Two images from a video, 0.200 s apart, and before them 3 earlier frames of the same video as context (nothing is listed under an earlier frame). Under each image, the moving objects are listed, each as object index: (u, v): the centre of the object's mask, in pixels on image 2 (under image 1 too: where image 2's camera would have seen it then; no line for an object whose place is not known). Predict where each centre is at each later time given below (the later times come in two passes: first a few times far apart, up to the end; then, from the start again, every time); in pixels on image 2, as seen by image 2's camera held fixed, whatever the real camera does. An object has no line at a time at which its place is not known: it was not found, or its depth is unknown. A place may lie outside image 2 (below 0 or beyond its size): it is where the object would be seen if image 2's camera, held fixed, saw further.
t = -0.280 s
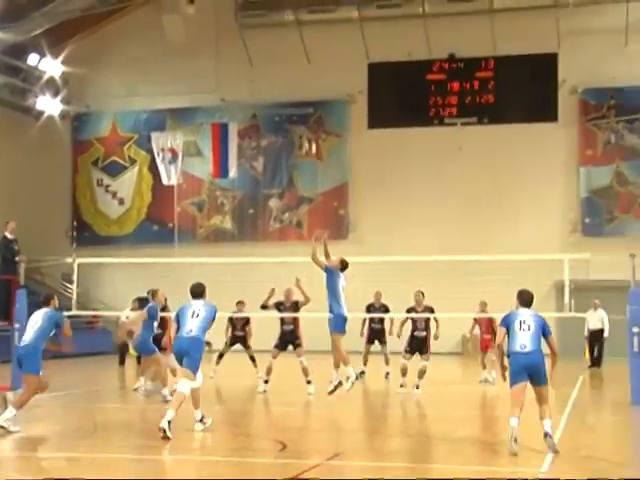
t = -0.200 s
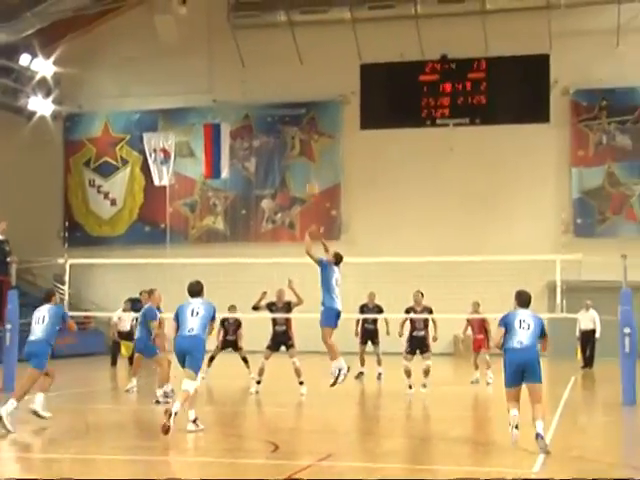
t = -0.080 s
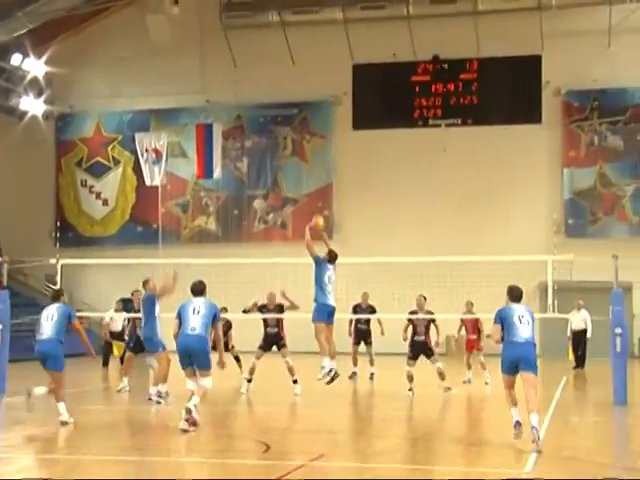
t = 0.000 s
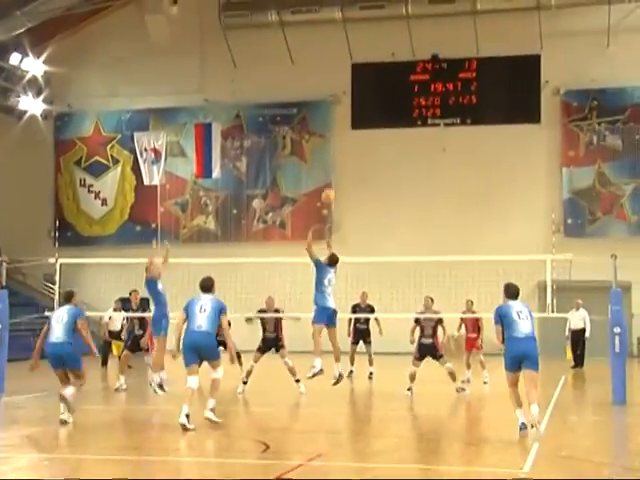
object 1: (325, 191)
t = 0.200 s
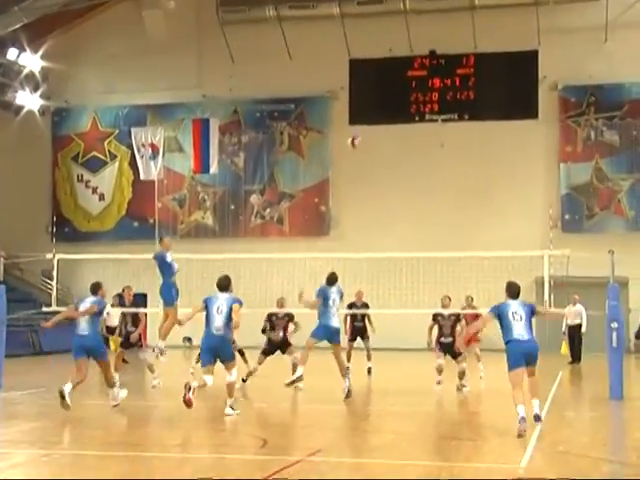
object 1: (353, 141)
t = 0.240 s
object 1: (357, 135)
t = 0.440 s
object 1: (387, 116)
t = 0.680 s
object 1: (420, 124)
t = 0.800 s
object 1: (437, 144)
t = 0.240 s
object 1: (357, 135)
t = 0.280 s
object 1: (365, 129)
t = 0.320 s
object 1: (370, 123)
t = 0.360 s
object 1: (376, 119)
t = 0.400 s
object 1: (382, 117)
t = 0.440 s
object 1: (387, 116)
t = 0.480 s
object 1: (393, 115)
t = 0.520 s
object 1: (398, 115)
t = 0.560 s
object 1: (403, 116)
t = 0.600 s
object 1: (409, 118)
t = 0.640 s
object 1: (414, 121)
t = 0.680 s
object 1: (420, 124)
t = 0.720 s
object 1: (426, 131)
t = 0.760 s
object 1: (431, 137)
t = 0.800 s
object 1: (437, 144)
